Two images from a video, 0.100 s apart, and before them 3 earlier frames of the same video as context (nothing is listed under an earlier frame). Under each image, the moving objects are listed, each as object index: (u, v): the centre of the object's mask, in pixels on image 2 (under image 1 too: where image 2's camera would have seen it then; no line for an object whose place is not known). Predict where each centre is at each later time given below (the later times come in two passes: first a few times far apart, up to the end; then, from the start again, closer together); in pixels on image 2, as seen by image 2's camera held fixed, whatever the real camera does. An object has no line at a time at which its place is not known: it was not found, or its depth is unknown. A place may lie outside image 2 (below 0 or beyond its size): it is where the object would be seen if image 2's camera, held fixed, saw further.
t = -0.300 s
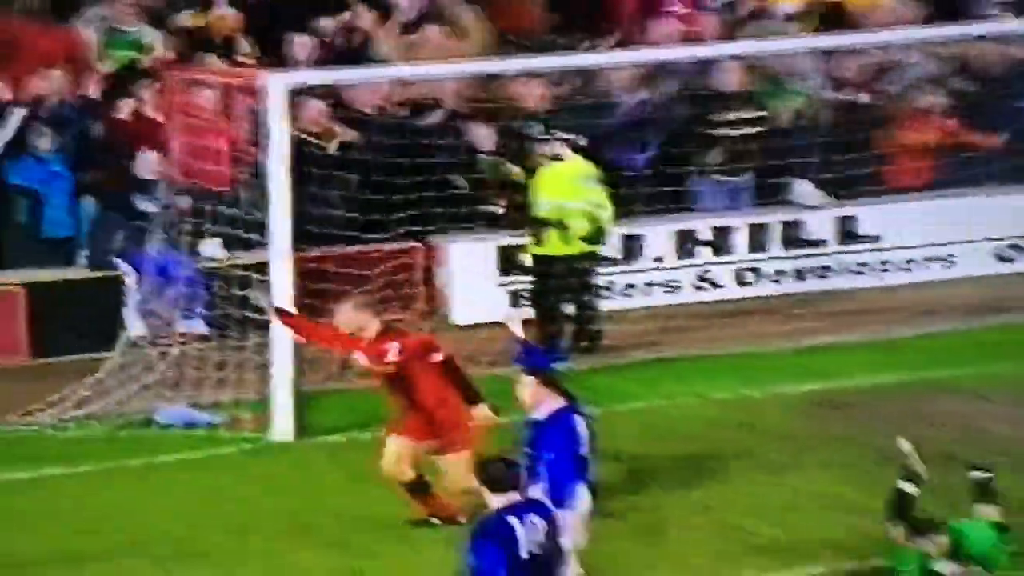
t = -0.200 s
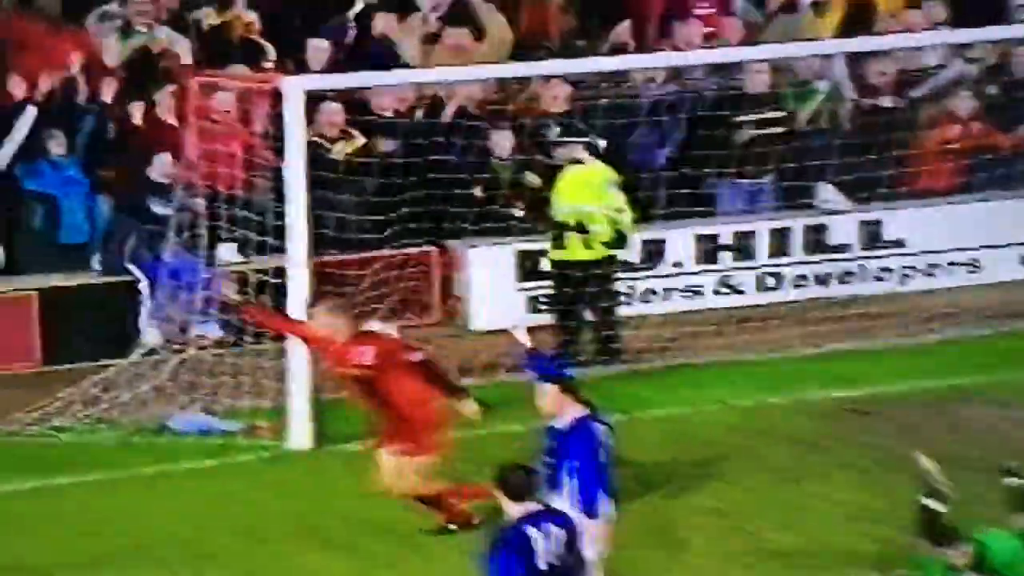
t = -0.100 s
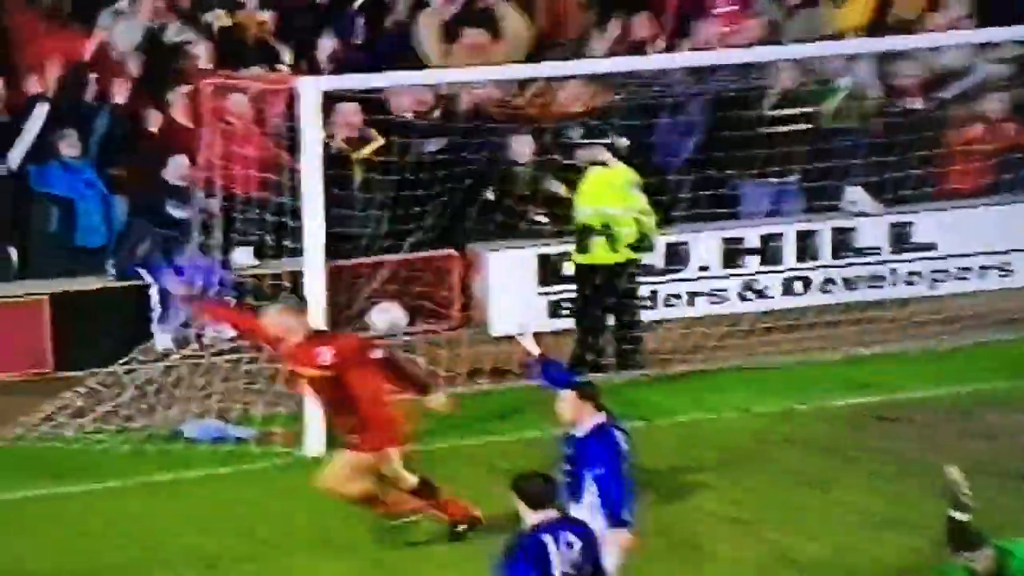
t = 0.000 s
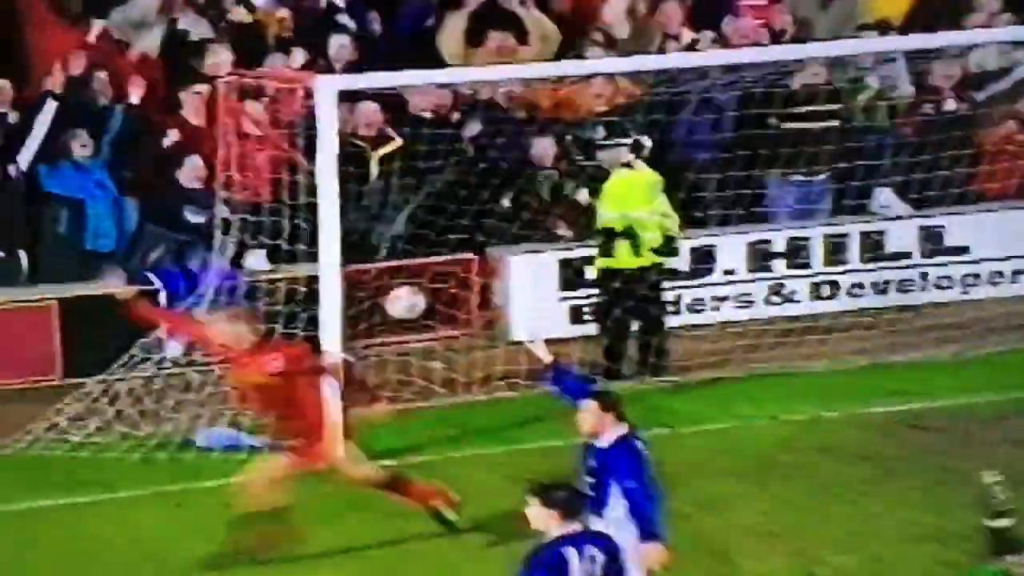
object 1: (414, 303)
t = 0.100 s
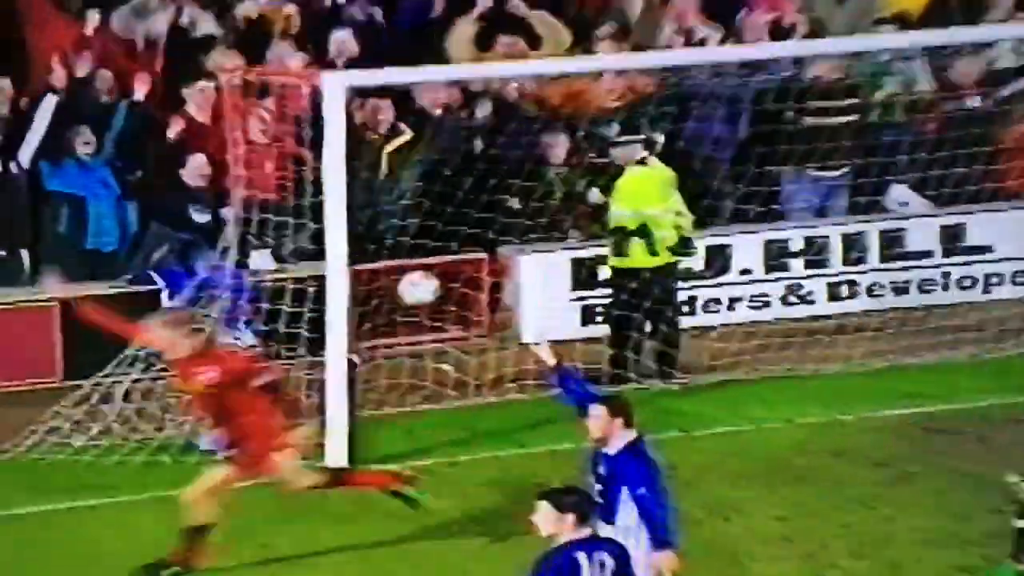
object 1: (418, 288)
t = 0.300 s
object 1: (427, 274)
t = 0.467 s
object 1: (438, 275)
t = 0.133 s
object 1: (418, 286)
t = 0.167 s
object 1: (421, 283)
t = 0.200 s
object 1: (422, 280)
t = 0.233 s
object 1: (424, 278)
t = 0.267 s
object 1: (426, 275)
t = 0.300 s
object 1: (427, 274)
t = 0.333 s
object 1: (429, 273)
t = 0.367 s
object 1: (431, 273)
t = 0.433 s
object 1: (436, 274)
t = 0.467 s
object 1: (438, 275)
